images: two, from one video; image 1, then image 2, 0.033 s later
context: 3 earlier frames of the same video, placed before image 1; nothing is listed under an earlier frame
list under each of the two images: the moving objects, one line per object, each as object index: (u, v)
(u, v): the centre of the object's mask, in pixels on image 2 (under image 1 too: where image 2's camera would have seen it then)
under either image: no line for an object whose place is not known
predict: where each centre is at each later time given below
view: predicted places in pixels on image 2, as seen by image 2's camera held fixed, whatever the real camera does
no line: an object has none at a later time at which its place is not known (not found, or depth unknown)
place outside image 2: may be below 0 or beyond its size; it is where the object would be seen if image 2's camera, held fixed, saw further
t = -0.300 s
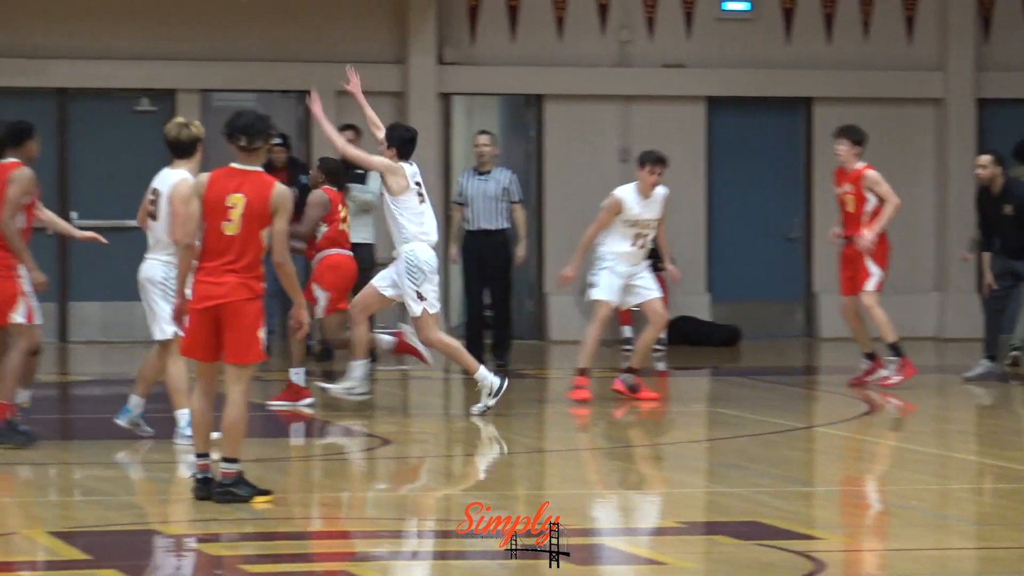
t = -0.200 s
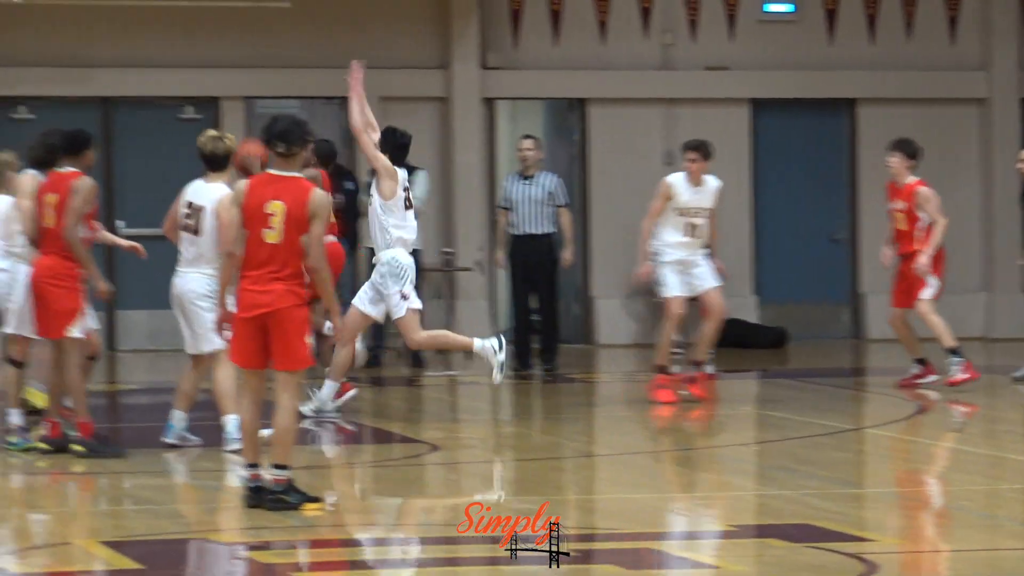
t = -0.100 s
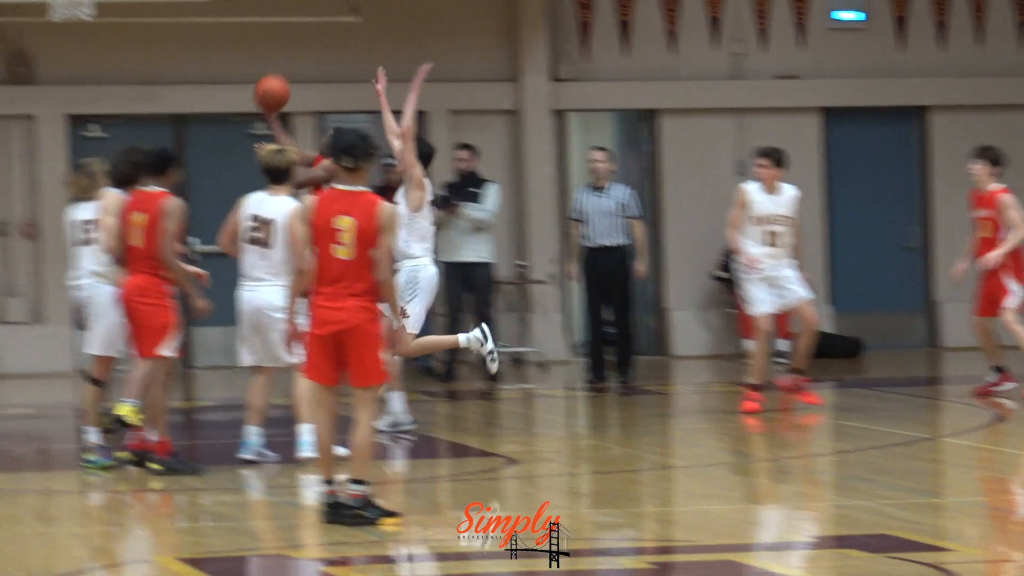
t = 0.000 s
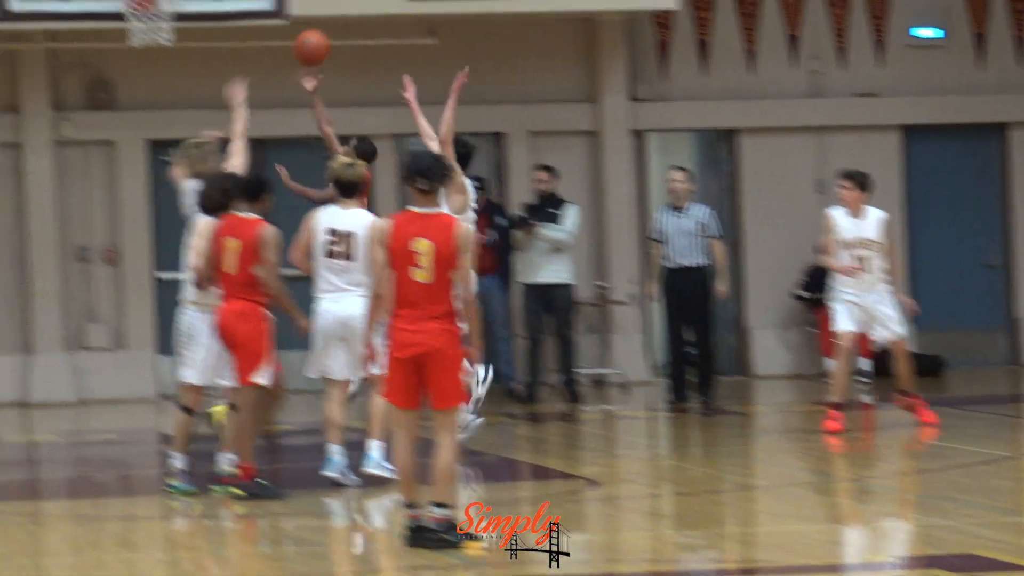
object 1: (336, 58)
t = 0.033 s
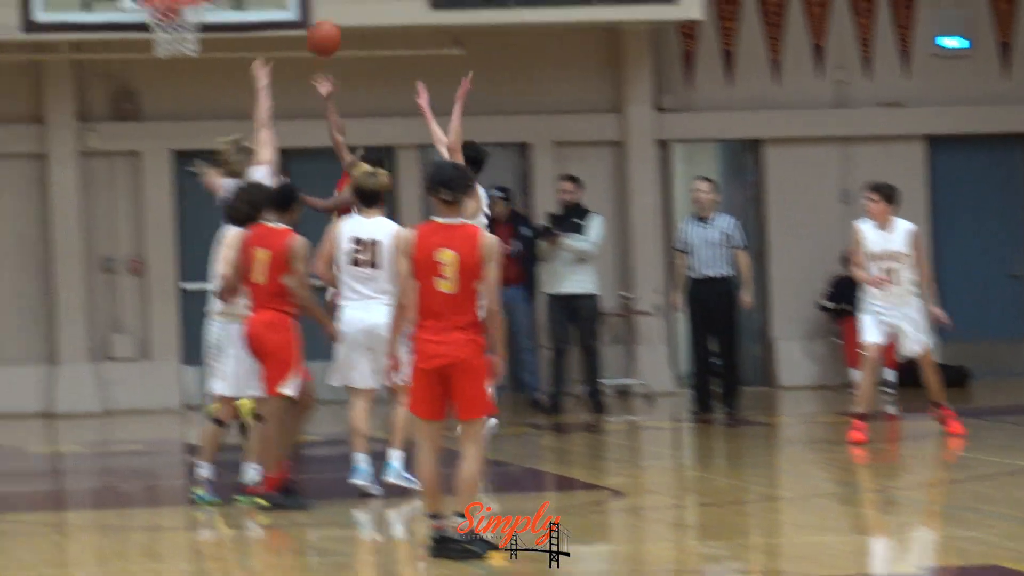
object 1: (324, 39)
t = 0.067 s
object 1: (312, 21)
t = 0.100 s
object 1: (299, 4)
